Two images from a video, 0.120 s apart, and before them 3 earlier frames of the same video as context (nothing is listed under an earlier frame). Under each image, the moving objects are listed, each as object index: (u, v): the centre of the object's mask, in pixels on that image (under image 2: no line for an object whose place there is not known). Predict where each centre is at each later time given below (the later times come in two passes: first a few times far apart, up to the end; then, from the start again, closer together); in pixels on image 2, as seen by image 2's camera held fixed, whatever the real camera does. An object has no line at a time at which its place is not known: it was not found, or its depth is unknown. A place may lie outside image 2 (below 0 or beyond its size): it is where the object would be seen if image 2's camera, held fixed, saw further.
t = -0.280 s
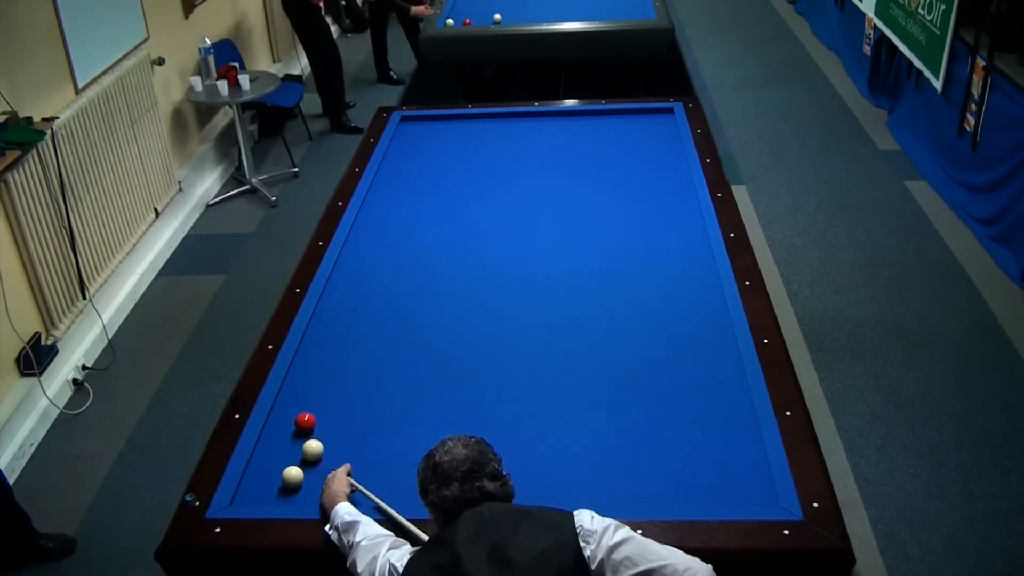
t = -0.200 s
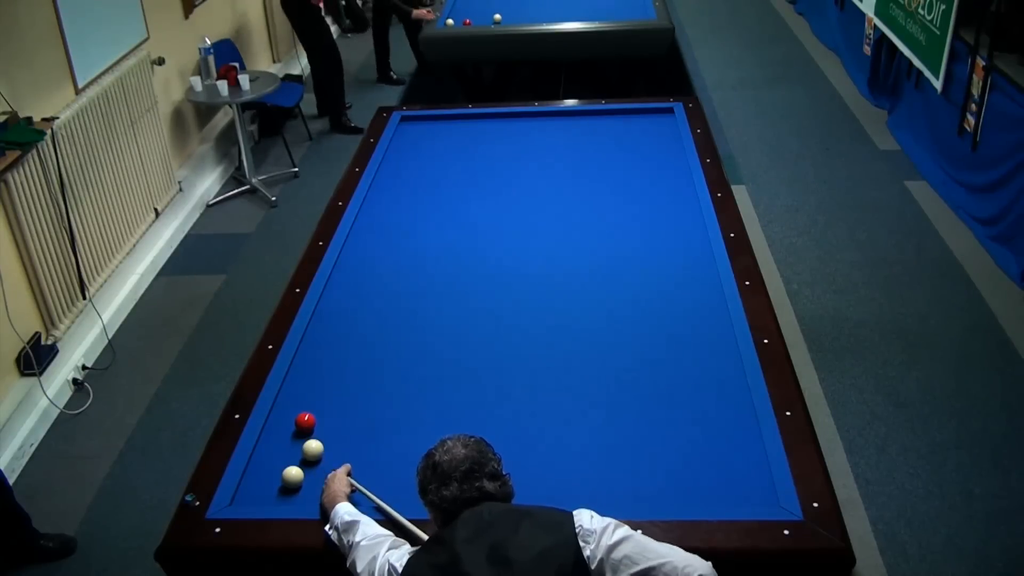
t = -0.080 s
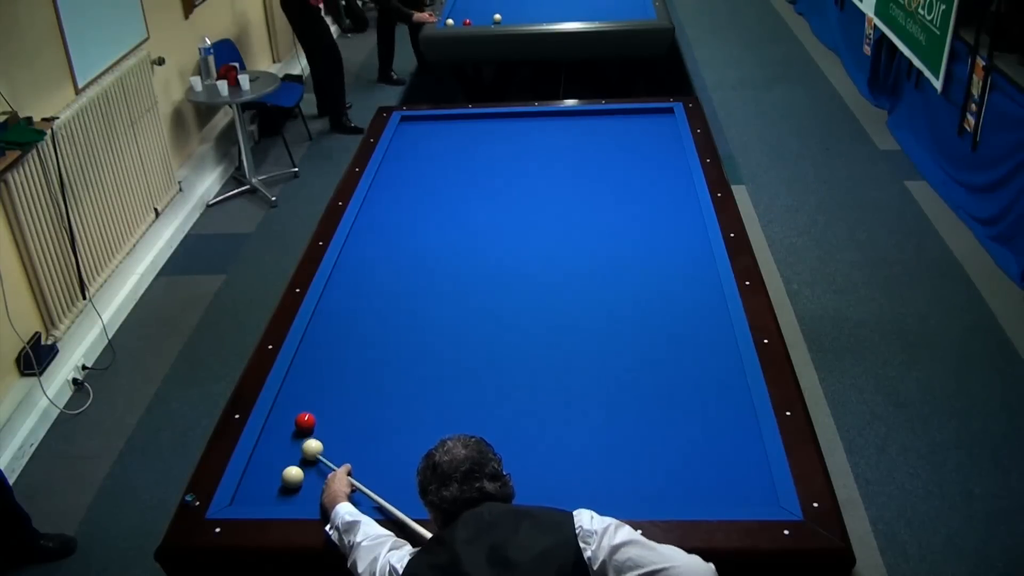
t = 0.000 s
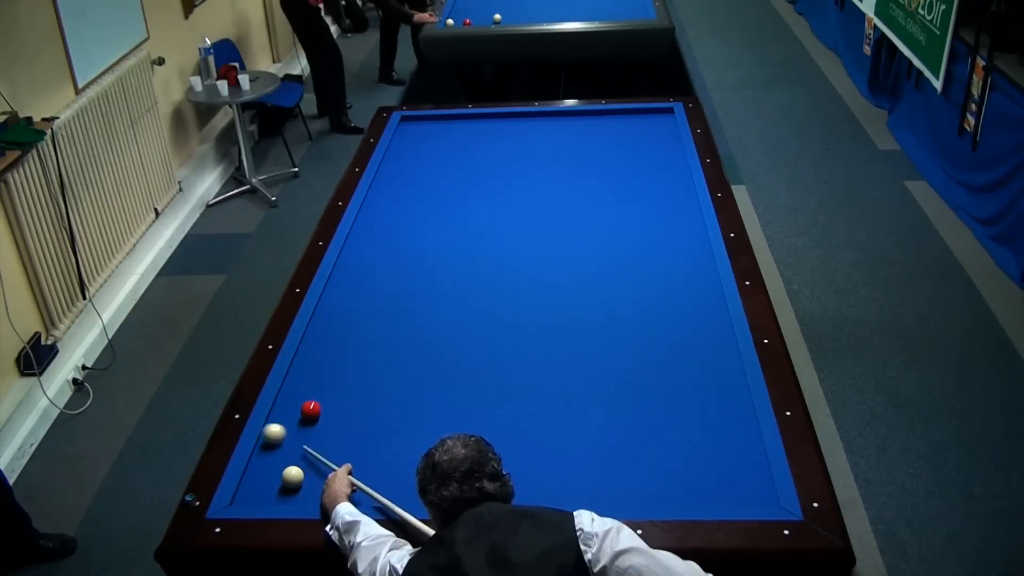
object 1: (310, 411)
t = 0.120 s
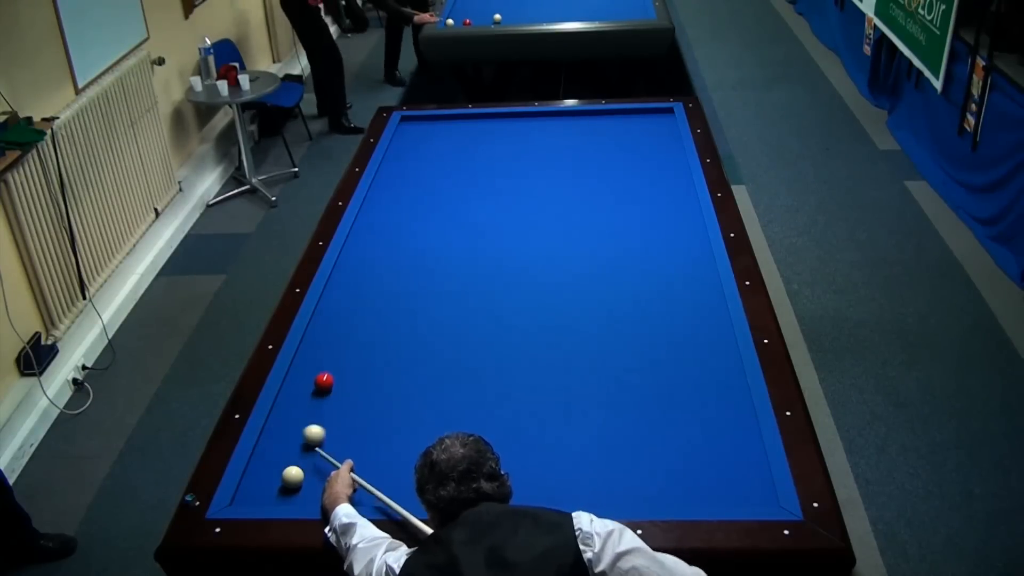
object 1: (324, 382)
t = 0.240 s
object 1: (334, 360)
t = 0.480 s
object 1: (353, 320)
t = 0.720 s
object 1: (369, 286)
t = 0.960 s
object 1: (384, 256)
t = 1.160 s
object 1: (395, 234)
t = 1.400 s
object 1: (406, 210)
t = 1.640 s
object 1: (417, 188)
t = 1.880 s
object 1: (427, 169)
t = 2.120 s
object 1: (435, 151)
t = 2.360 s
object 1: (443, 135)
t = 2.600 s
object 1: (450, 121)
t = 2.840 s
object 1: (449, 125)
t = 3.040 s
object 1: (447, 131)
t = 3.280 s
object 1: (445, 140)
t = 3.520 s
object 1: (442, 149)
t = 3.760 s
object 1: (440, 158)
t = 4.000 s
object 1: (437, 167)
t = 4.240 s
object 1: (435, 176)
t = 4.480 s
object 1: (433, 185)
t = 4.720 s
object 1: (431, 194)
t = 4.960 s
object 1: (428, 204)
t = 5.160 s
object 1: (426, 212)
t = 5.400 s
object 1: (423, 221)
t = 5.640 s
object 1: (420, 231)
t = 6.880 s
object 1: (405, 281)
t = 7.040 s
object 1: (404, 287)
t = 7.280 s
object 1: (401, 297)
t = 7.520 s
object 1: (399, 306)
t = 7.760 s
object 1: (396, 315)
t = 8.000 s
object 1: (393, 325)
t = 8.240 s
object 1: (391, 333)
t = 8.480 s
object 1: (388, 343)
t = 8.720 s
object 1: (386, 351)
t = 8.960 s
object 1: (384, 359)
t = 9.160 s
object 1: (382, 366)
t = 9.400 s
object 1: (379, 374)
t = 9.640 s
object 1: (377, 381)
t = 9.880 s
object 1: (375, 388)
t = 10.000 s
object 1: (374, 391)
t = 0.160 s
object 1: (327, 374)
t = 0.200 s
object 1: (331, 367)
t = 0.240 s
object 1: (334, 360)
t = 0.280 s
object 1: (337, 353)
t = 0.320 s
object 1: (340, 346)
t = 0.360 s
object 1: (344, 340)
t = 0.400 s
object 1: (347, 333)
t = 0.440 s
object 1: (350, 327)
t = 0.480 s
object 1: (353, 320)
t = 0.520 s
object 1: (356, 314)
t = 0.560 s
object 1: (358, 309)
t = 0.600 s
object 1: (361, 303)
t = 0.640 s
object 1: (364, 297)
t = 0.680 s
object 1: (367, 292)
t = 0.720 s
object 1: (369, 286)
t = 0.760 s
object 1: (372, 281)
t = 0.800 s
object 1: (374, 276)
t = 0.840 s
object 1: (377, 271)
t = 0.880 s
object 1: (379, 266)
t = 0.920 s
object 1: (381, 261)
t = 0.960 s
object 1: (384, 256)
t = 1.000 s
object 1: (386, 252)
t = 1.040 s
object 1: (388, 247)
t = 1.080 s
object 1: (390, 243)
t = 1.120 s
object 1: (392, 238)
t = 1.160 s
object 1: (395, 234)
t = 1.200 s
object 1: (397, 230)
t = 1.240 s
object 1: (399, 226)
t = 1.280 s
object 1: (401, 222)
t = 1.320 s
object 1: (402, 217)
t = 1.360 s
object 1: (405, 213)
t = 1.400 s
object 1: (406, 210)
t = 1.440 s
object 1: (408, 206)
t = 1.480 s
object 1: (410, 202)
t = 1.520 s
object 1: (412, 199)
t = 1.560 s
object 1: (414, 195)
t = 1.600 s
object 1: (415, 192)
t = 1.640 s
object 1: (417, 188)
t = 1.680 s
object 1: (419, 185)
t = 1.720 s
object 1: (420, 181)
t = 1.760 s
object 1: (422, 178)
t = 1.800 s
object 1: (423, 175)
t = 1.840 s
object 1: (425, 172)
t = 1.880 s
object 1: (427, 169)
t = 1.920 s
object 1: (428, 166)
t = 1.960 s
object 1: (430, 163)
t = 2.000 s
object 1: (431, 160)
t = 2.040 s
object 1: (433, 157)
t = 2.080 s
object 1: (434, 154)
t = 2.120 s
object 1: (435, 151)
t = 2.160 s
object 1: (436, 148)
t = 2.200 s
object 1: (438, 145)
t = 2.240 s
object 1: (439, 143)
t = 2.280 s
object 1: (440, 140)
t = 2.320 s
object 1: (442, 138)
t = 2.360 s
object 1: (443, 135)
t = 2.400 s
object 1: (444, 133)
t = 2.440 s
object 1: (445, 130)
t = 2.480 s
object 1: (446, 128)
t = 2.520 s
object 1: (448, 125)
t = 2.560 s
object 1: (449, 123)
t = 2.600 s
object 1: (450, 121)
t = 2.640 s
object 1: (451, 118)
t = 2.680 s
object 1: (451, 118)
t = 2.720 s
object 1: (450, 120)
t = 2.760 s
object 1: (450, 122)
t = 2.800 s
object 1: (450, 123)
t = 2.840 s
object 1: (449, 125)
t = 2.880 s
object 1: (449, 126)
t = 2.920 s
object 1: (448, 127)
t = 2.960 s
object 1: (448, 128)
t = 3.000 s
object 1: (448, 130)
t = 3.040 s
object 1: (447, 131)
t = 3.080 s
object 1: (447, 133)
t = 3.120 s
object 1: (446, 134)
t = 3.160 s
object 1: (446, 136)
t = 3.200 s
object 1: (445, 137)
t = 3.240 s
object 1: (445, 139)
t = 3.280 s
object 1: (445, 140)
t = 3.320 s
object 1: (444, 142)
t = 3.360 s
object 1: (444, 143)
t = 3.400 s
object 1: (444, 145)
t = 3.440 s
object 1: (443, 146)
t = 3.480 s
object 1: (443, 147)
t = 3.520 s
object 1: (442, 149)
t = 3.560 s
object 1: (442, 150)
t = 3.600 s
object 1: (442, 152)
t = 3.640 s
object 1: (441, 153)
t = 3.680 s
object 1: (441, 155)
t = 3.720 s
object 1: (440, 156)
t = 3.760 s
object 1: (440, 158)
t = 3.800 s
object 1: (440, 159)
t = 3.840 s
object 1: (439, 161)
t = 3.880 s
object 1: (439, 162)
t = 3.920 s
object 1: (438, 164)
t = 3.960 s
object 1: (438, 165)
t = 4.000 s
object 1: (437, 167)
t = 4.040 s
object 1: (437, 168)
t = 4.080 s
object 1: (437, 170)
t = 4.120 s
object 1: (436, 171)
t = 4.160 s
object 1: (436, 173)
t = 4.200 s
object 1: (435, 174)
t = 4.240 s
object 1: (435, 176)
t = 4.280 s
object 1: (435, 177)
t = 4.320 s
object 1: (434, 179)
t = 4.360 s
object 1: (434, 180)
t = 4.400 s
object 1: (434, 182)
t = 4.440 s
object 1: (433, 184)
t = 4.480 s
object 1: (433, 185)
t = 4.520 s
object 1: (432, 187)
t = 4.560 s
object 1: (432, 188)
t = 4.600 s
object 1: (432, 190)
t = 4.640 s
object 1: (431, 191)
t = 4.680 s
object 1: (431, 193)
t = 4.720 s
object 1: (431, 194)
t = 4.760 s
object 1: (430, 196)
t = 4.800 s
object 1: (430, 198)
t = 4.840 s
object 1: (429, 199)
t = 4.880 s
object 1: (429, 201)
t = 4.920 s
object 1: (429, 202)
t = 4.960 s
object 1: (428, 204)
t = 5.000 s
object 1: (428, 205)
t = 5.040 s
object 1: (427, 207)
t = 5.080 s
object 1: (426, 209)
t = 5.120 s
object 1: (426, 210)
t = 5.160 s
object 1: (426, 212)
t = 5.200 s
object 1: (425, 213)
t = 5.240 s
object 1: (425, 215)
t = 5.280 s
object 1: (424, 217)
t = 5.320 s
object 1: (424, 218)
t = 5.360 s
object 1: (423, 220)
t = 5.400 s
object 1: (423, 221)
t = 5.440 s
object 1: (422, 223)
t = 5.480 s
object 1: (422, 224)
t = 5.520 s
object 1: (421, 226)
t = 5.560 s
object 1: (421, 228)
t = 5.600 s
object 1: (420, 229)
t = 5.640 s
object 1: (420, 231)
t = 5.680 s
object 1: (419, 233)
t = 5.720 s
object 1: (419, 234)
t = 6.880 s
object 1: (405, 281)
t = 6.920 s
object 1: (405, 283)
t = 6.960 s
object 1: (404, 284)
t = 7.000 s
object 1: (404, 286)
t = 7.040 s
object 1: (404, 287)
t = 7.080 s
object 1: (403, 289)
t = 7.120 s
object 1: (403, 291)
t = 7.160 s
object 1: (402, 292)
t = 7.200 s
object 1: (402, 294)
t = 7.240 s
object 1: (402, 295)
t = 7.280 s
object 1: (401, 297)
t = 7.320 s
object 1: (401, 299)
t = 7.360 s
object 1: (400, 300)
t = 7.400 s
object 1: (400, 302)
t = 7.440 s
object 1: (400, 303)
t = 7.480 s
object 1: (399, 305)
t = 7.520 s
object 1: (399, 306)
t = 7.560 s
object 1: (398, 308)
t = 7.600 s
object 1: (398, 309)
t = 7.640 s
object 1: (397, 311)
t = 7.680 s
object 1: (397, 313)
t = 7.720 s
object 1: (397, 314)
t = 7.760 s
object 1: (396, 315)
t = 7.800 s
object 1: (396, 317)
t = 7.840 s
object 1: (395, 319)
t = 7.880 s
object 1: (395, 320)
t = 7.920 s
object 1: (394, 321)
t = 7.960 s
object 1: (394, 323)
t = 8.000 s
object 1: (393, 325)
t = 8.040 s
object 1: (393, 326)
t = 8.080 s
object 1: (393, 328)
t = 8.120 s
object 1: (392, 329)
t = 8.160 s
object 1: (392, 331)
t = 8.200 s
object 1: (392, 332)
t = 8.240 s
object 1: (391, 333)
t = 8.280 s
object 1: (391, 335)
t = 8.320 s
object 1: (390, 336)
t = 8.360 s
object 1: (390, 338)
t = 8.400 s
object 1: (389, 339)
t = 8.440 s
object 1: (389, 341)
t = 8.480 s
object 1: (388, 343)
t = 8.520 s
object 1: (388, 344)
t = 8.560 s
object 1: (388, 345)
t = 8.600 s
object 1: (387, 347)
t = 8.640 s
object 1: (387, 348)
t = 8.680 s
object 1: (386, 350)
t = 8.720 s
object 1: (386, 351)
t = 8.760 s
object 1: (386, 352)
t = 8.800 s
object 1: (385, 354)
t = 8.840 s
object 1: (385, 355)
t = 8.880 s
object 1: (385, 356)
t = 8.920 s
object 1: (384, 358)
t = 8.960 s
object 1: (384, 359)
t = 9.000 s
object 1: (383, 360)
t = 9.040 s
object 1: (383, 362)
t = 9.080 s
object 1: (383, 363)
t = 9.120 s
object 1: (382, 364)
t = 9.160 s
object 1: (382, 366)
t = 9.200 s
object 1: (381, 367)
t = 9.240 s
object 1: (381, 368)
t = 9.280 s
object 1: (381, 370)
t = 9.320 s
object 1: (380, 371)
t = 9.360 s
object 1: (380, 372)
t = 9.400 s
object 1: (379, 374)
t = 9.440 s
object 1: (379, 375)
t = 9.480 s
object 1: (379, 376)
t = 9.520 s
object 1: (378, 377)
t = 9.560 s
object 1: (378, 379)
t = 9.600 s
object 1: (378, 380)
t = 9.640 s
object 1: (377, 381)
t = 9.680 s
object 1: (377, 382)
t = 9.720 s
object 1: (377, 383)
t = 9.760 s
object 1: (376, 384)
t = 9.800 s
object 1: (376, 385)
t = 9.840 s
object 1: (375, 387)
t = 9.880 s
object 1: (375, 388)
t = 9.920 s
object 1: (375, 389)
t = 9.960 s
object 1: (374, 390)
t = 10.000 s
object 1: (374, 391)
